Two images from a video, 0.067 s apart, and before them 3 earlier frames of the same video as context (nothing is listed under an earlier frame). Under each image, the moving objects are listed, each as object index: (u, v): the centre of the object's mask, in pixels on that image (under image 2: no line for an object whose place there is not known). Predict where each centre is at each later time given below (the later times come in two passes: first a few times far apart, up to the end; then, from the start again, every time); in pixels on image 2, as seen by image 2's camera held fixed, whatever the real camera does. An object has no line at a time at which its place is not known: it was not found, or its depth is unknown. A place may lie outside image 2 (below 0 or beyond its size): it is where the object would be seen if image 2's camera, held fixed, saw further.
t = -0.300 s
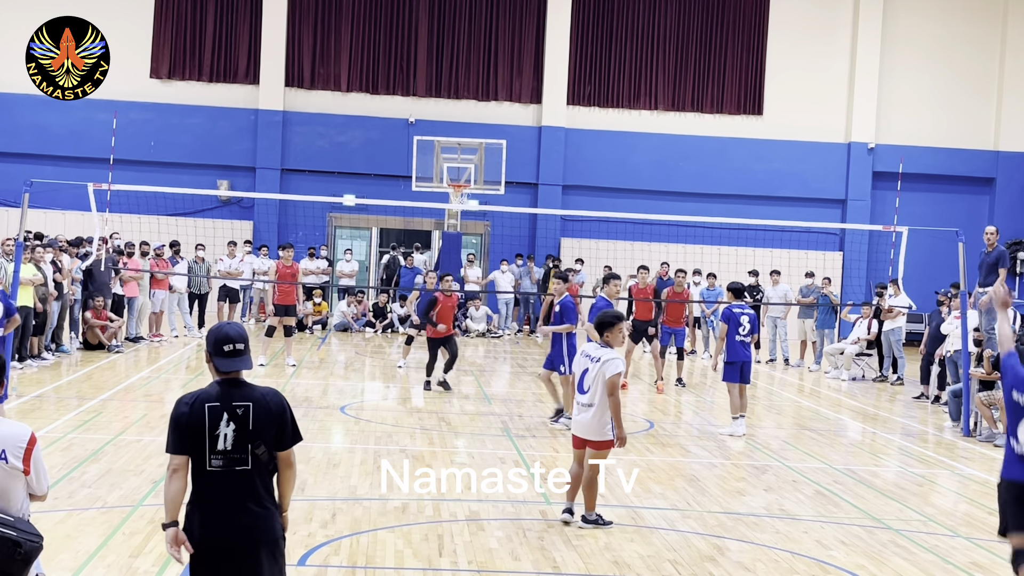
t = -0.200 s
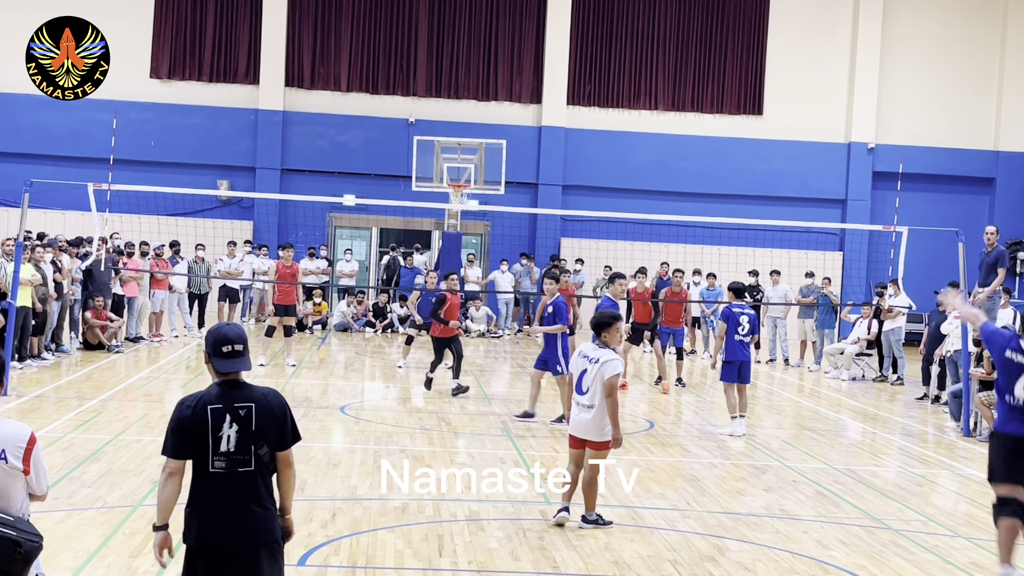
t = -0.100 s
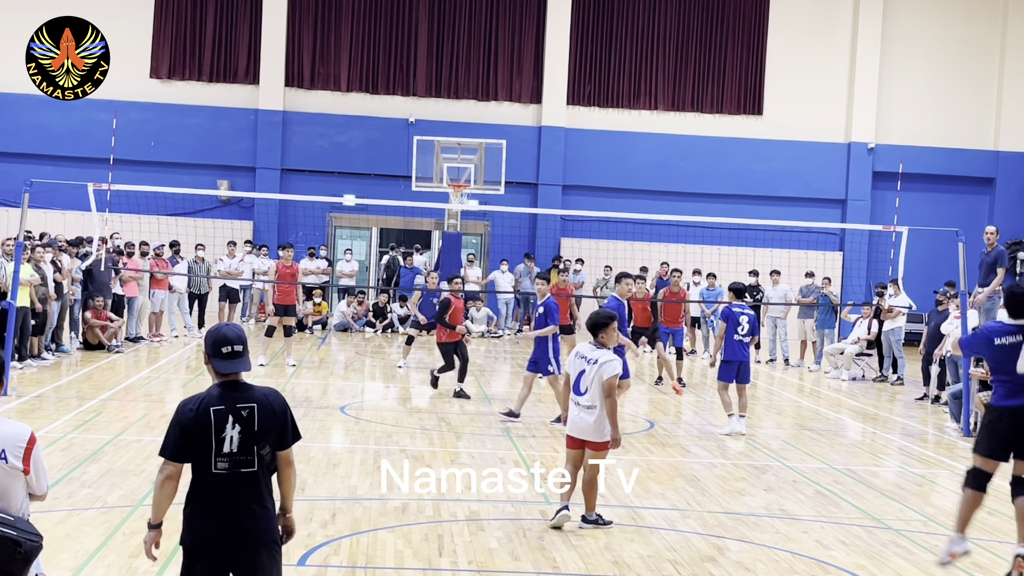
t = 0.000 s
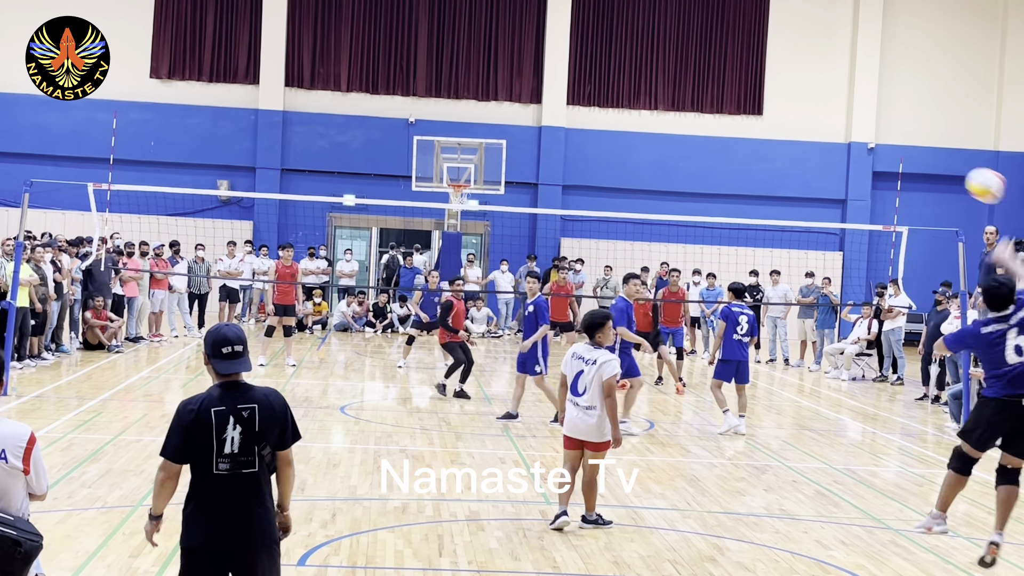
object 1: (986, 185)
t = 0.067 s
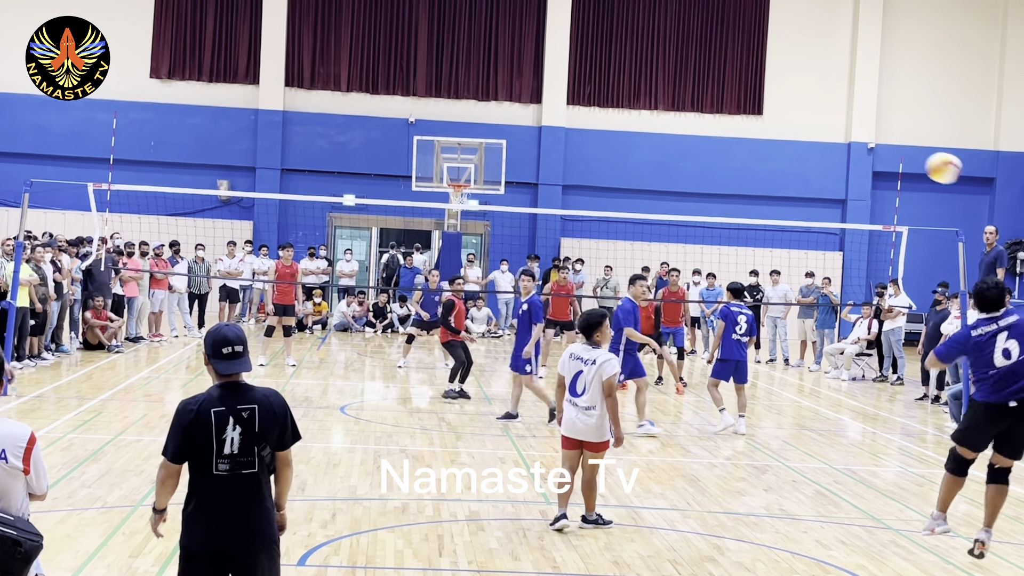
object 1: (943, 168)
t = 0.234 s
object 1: (865, 161)
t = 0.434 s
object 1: (801, 193)
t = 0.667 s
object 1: (749, 243)
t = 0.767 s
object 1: (732, 271)
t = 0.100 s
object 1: (925, 163)
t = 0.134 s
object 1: (908, 160)
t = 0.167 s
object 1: (893, 159)
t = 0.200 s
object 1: (879, 159)
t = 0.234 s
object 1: (865, 161)
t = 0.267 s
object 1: (852, 164)
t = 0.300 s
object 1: (840, 168)
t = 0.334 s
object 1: (830, 173)
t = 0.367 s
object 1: (820, 179)
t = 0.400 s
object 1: (810, 186)
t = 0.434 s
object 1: (801, 193)
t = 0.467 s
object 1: (792, 201)
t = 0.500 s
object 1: (784, 208)
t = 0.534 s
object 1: (776, 214)
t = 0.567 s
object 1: (769, 222)
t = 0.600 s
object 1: (761, 230)
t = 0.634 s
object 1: (755, 236)
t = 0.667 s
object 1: (749, 243)
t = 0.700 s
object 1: (742, 252)
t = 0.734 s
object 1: (735, 262)
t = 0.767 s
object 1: (732, 271)
